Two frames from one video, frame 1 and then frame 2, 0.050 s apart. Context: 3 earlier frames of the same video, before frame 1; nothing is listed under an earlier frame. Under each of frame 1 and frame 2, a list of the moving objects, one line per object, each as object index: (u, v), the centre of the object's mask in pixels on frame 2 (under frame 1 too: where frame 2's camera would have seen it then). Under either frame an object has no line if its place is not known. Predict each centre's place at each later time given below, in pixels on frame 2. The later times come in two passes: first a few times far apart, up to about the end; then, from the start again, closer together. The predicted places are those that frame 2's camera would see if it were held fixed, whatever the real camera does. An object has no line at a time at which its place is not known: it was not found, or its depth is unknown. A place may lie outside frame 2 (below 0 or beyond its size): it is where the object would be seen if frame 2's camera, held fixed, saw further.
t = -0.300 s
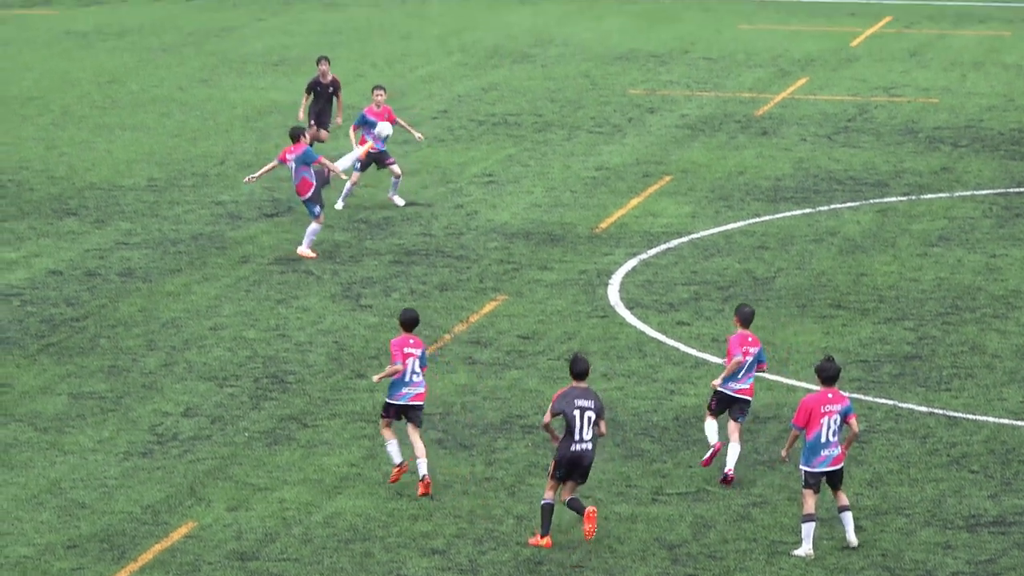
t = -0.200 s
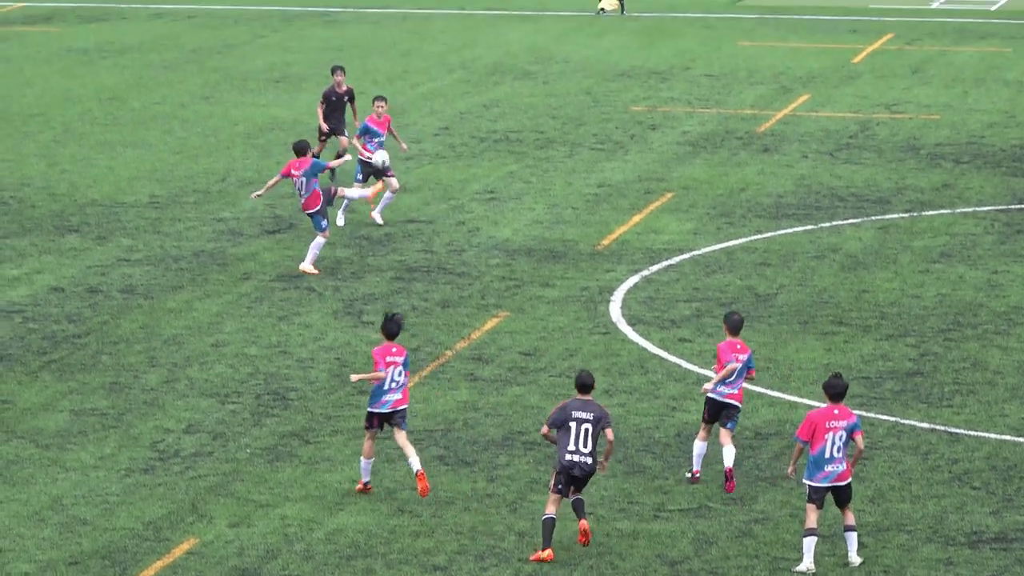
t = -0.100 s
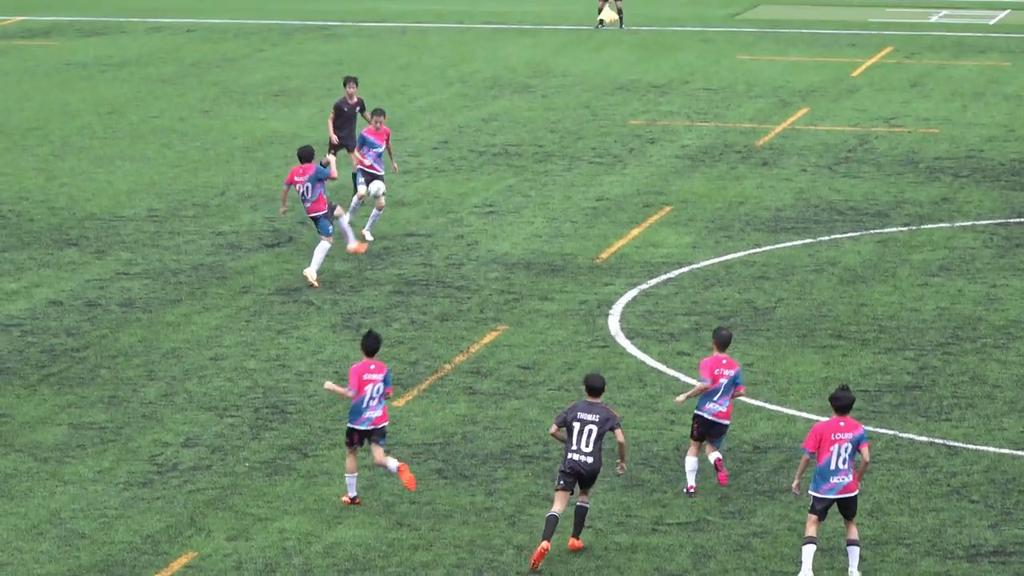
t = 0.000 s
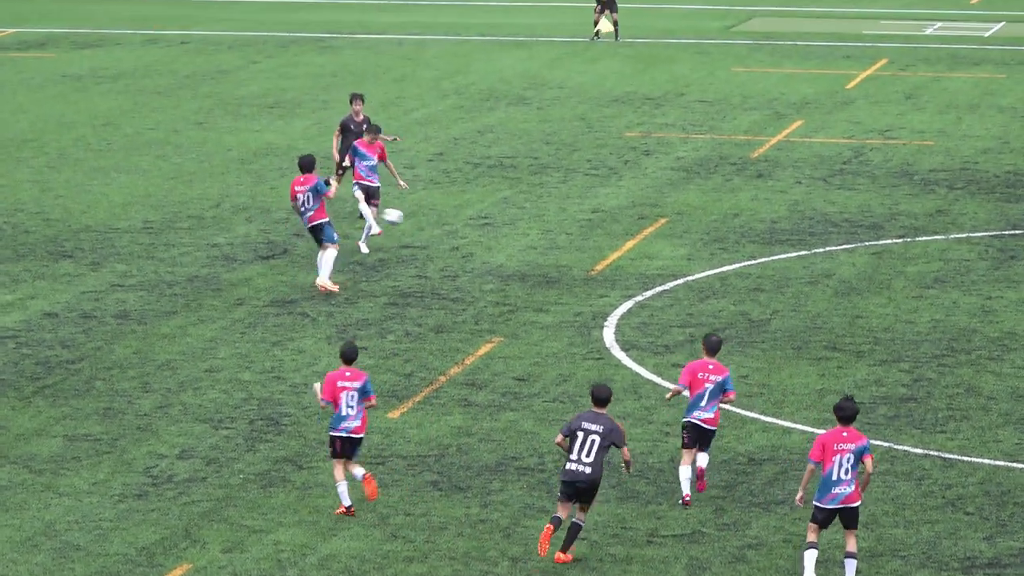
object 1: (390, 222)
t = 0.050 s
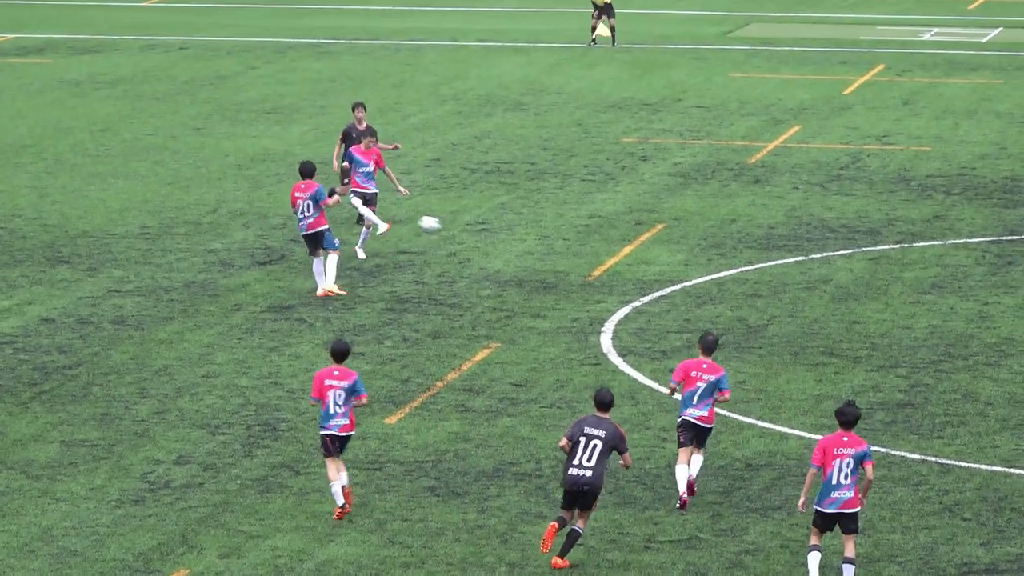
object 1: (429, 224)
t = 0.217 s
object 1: (560, 245)
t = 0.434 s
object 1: (690, 236)
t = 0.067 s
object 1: (443, 225)
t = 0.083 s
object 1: (456, 226)
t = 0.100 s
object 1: (469, 227)
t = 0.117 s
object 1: (482, 230)
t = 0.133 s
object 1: (495, 232)
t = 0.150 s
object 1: (508, 234)
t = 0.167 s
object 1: (521, 236)
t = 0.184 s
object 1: (534, 239)
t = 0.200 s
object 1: (548, 241)
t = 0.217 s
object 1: (560, 245)
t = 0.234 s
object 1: (574, 249)
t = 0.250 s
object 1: (587, 252)
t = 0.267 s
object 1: (599, 256)
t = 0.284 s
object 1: (612, 257)
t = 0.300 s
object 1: (620, 255)
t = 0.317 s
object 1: (629, 251)
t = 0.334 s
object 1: (638, 248)
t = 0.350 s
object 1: (647, 245)
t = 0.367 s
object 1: (656, 243)
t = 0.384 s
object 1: (664, 241)
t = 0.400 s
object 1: (673, 239)
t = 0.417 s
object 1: (682, 237)
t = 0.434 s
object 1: (690, 236)
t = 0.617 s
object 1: (786, 232)
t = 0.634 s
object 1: (794, 233)
